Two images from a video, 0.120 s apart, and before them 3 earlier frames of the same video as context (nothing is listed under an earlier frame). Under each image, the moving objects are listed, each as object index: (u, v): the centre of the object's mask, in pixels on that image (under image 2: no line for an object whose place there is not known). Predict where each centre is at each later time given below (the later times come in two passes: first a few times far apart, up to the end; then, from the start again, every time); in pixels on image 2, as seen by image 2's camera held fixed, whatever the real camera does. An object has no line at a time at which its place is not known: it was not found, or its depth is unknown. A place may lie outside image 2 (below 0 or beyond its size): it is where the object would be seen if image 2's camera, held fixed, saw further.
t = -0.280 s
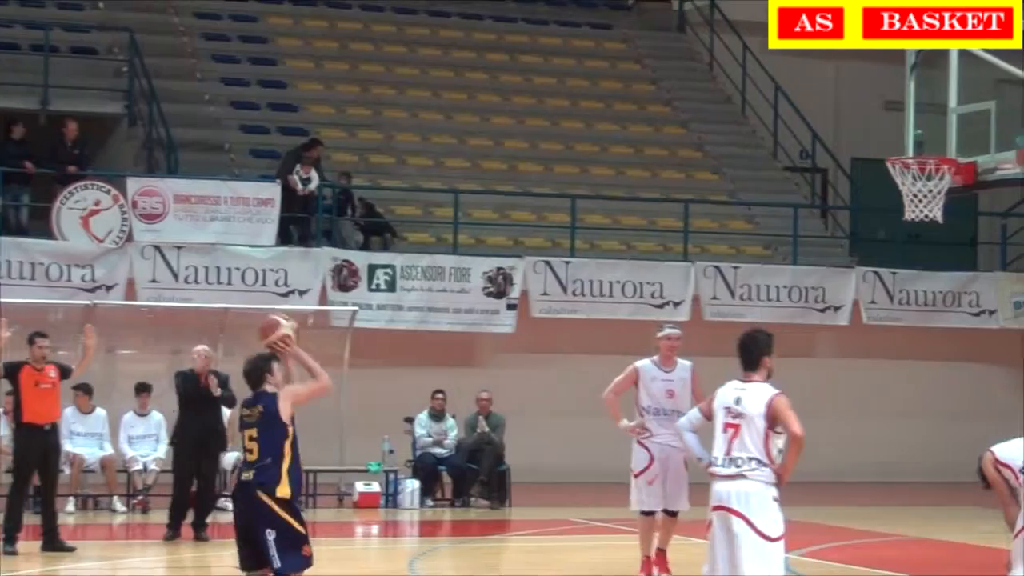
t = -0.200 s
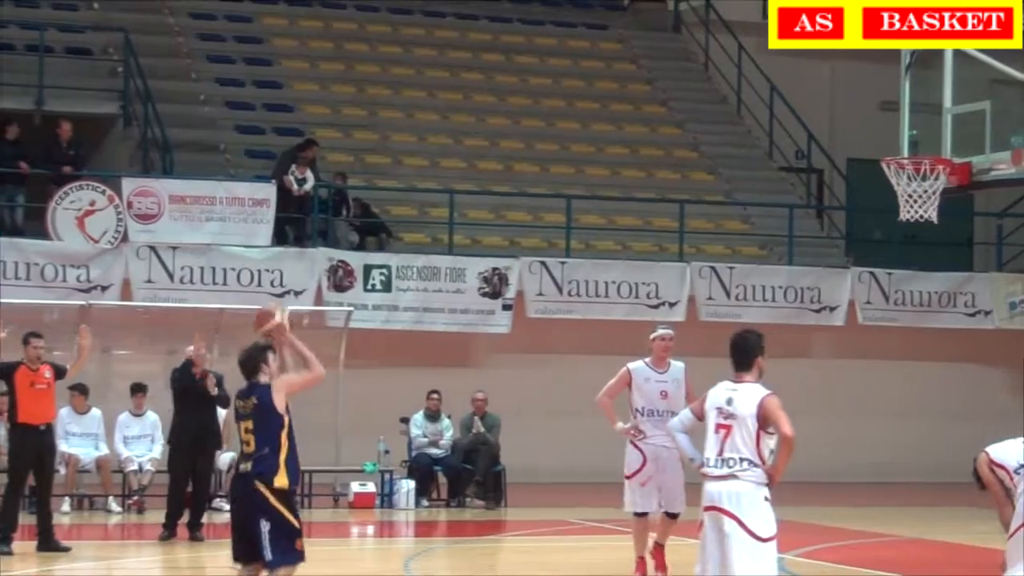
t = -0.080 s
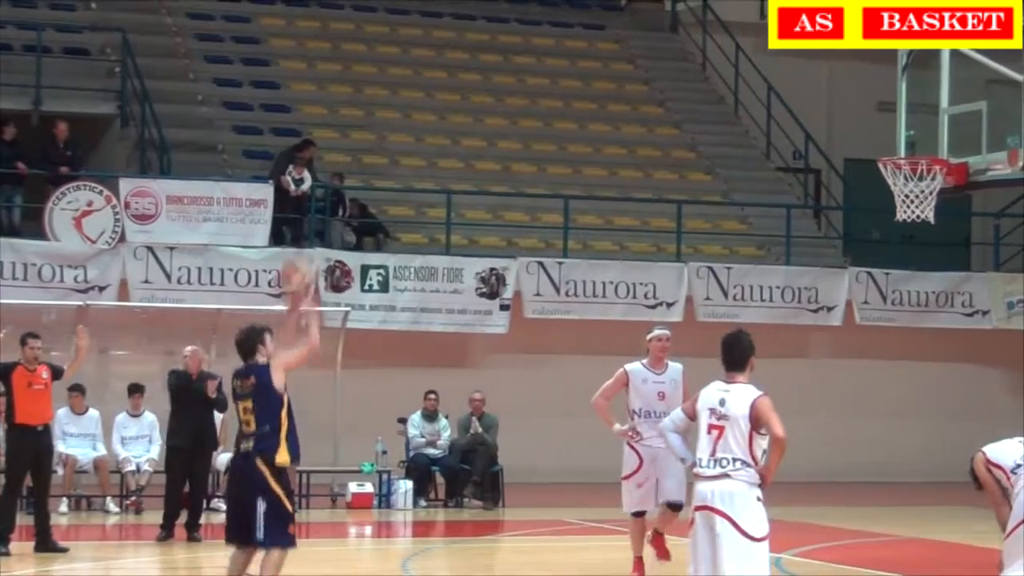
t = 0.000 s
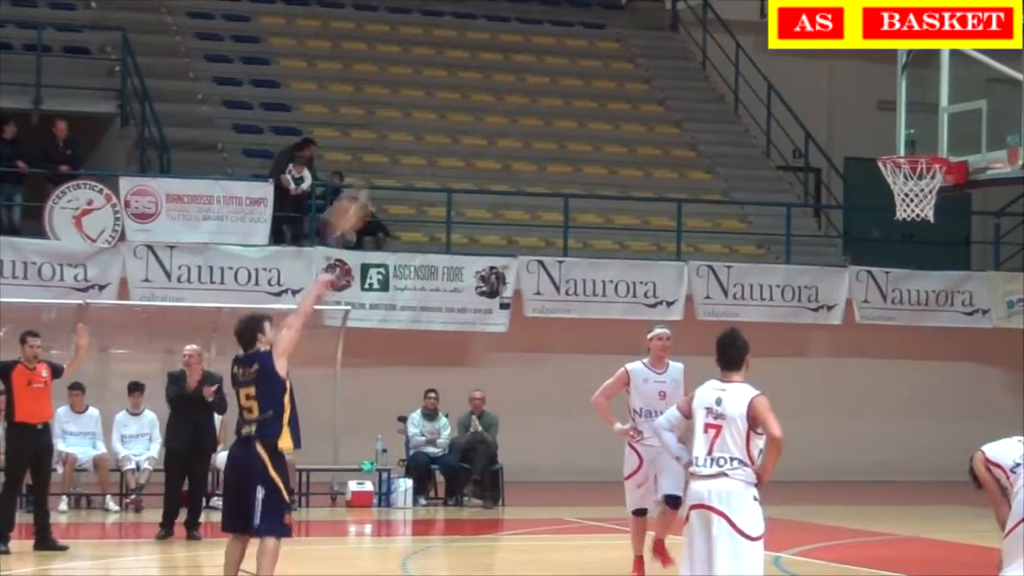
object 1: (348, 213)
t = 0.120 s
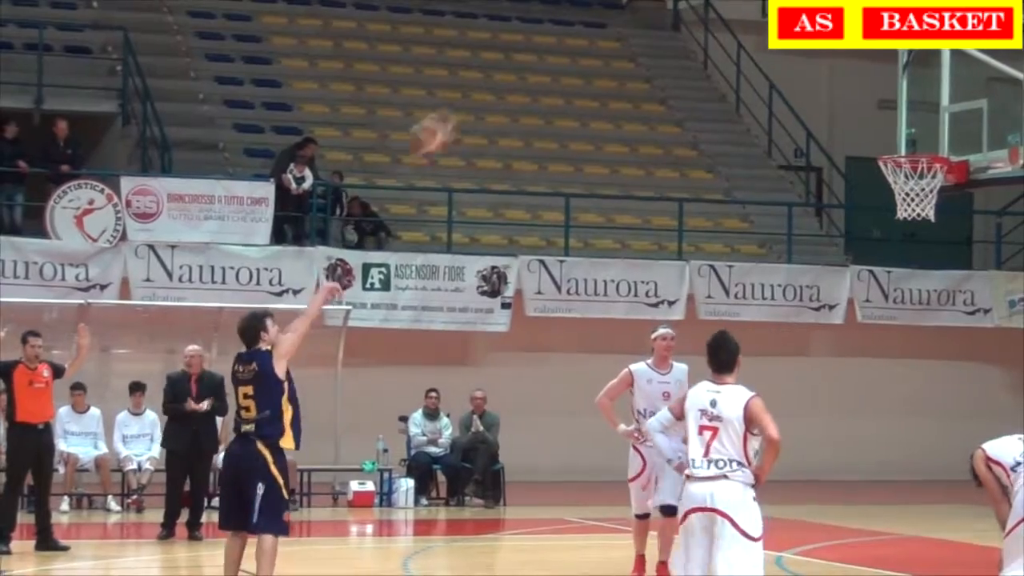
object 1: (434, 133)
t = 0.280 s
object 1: (539, 66)
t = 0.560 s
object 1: (715, 40)
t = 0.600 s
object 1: (740, 45)
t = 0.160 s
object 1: (460, 115)
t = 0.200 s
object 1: (487, 95)
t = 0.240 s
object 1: (513, 79)
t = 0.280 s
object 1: (539, 66)
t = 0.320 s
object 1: (567, 55)
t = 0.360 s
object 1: (593, 47)
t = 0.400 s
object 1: (618, 43)
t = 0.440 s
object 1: (642, 38)
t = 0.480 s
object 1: (667, 36)
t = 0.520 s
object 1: (692, 37)
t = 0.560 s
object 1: (715, 40)
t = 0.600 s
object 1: (740, 45)
